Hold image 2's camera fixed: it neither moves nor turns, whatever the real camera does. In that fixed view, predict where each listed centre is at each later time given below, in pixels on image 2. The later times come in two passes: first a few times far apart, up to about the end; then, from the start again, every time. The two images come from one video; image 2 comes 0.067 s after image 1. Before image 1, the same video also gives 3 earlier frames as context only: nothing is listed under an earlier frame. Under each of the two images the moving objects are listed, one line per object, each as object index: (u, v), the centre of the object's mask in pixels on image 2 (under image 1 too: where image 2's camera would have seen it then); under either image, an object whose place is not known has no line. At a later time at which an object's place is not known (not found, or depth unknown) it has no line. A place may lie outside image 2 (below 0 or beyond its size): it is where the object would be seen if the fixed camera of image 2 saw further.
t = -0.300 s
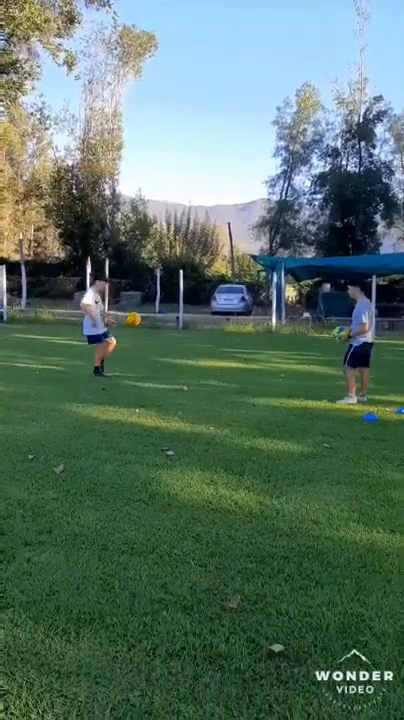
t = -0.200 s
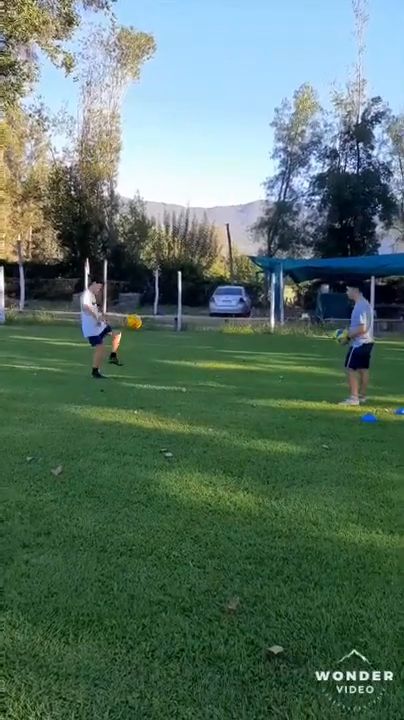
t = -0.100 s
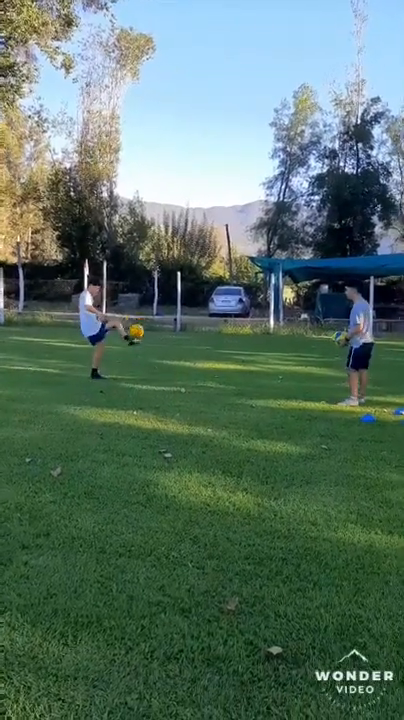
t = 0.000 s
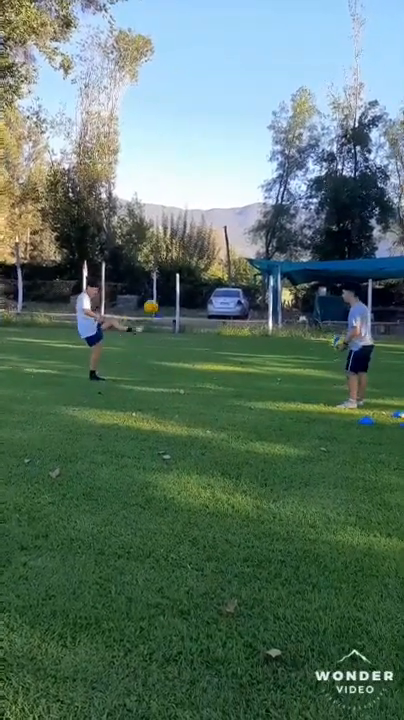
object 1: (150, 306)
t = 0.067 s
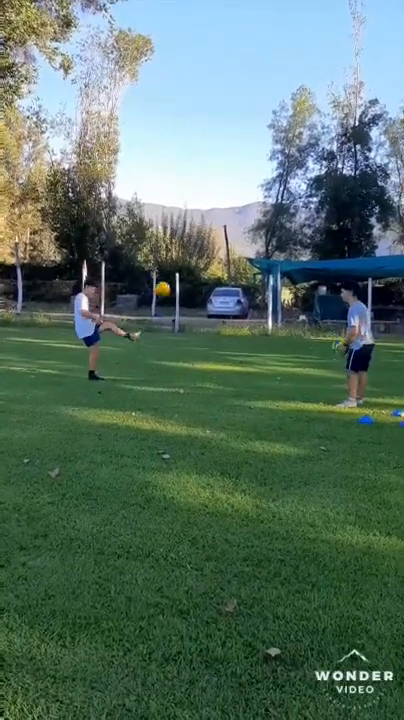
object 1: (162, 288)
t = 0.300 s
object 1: (209, 246)
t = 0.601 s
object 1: (277, 245)
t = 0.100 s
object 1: (168, 281)
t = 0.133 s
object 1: (175, 274)
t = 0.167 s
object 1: (182, 266)
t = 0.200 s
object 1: (188, 261)
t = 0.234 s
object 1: (195, 255)
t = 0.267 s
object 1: (202, 250)
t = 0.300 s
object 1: (209, 246)
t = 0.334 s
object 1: (217, 242)
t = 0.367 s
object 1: (223, 240)
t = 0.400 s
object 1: (231, 239)
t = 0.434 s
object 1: (237, 237)
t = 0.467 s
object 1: (244, 236)
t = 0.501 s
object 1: (253, 238)
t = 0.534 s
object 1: (260, 238)
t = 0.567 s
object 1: (269, 241)
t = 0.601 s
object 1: (277, 245)
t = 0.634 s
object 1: (285, 248)
